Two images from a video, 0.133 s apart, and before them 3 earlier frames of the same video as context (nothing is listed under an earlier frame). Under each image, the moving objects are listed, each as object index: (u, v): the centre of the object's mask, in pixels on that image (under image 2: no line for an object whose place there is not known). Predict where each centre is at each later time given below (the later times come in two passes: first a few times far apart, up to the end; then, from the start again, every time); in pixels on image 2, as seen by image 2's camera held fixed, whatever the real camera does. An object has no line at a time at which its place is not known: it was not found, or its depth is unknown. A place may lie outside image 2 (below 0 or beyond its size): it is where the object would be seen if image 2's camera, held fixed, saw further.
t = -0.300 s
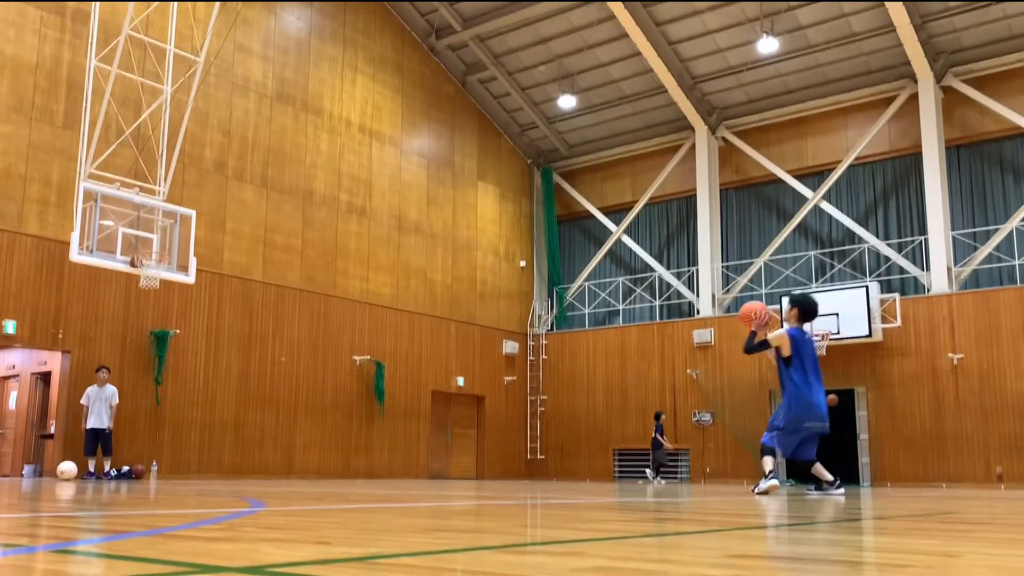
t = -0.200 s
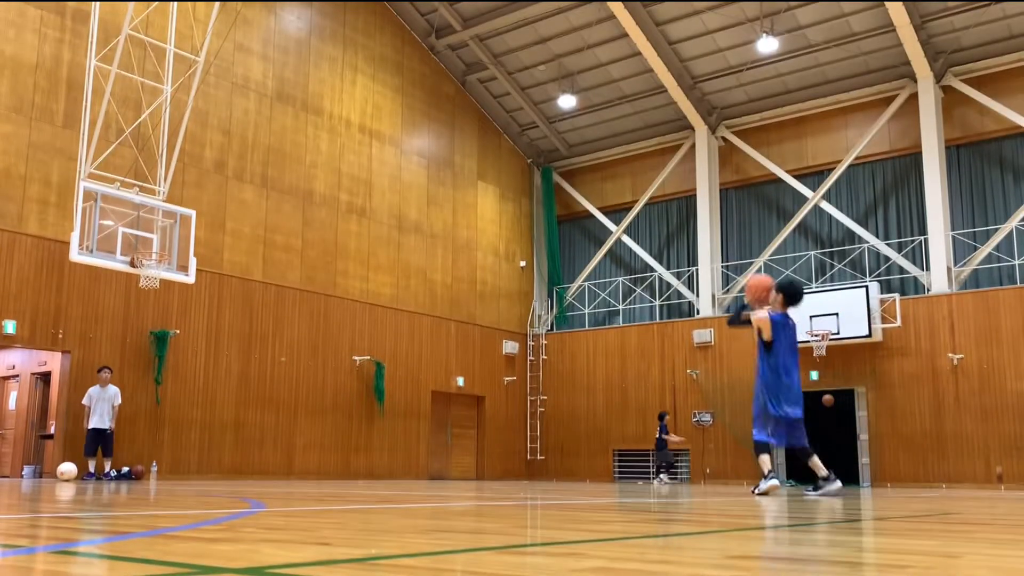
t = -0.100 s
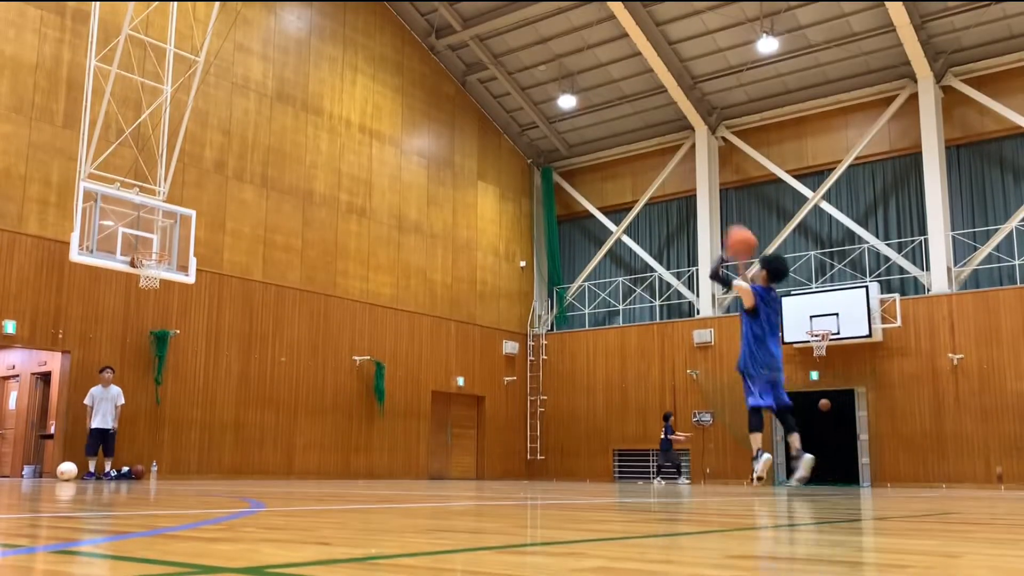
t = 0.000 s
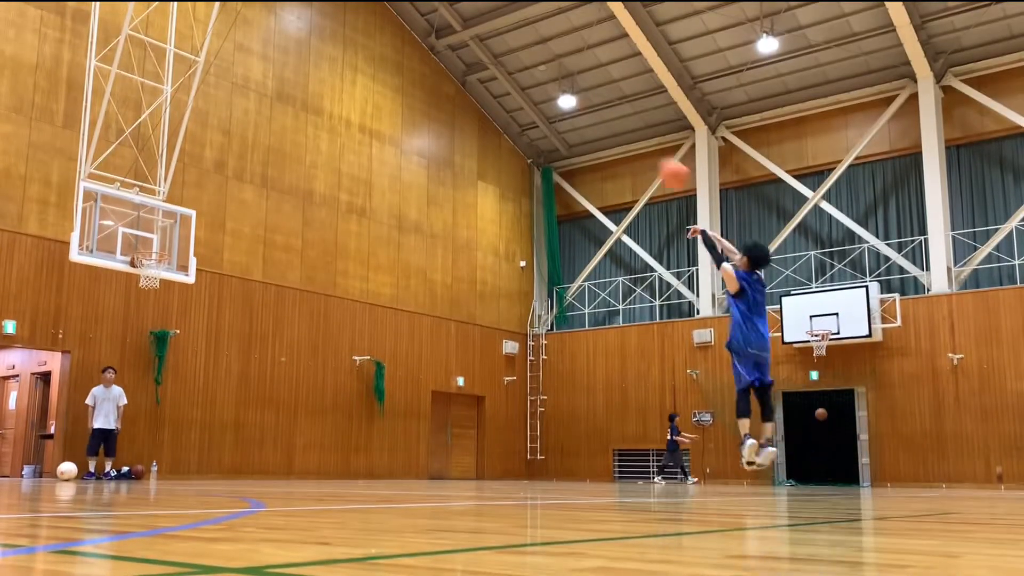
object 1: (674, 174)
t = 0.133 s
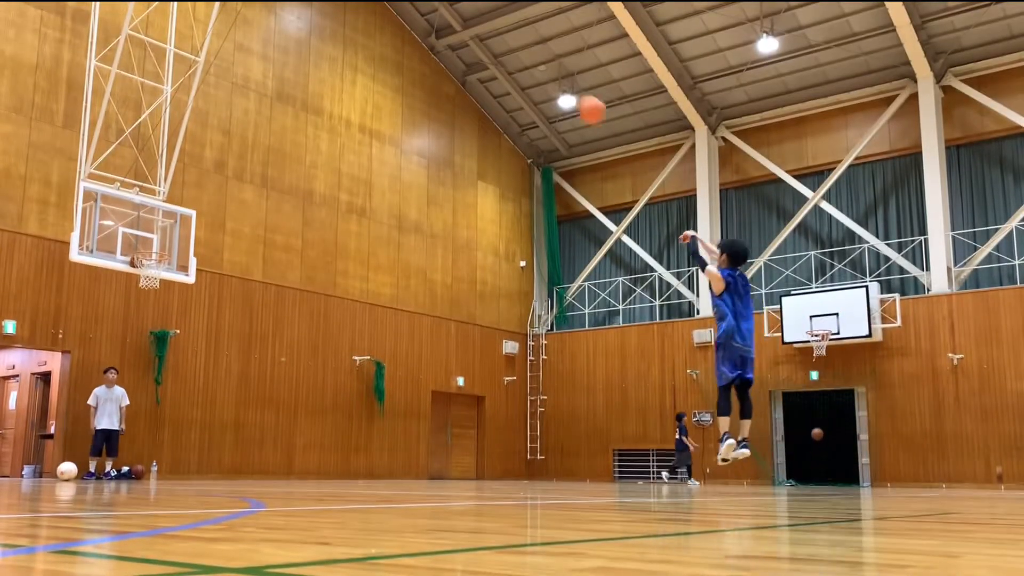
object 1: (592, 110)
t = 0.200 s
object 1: (555, 87)
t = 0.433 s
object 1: (446, 50)
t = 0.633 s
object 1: (369, 56)
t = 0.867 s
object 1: (291, 99)
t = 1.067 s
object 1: (231, 160)
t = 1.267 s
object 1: (177, 243)
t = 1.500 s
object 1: (269, 278)
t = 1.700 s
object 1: (358, 331)
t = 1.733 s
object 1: (373, 344)
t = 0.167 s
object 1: (574, 98)
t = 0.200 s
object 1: (555, 87)
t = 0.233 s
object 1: (539, 79)
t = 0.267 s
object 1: (522, 71)
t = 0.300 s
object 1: (506, 64)
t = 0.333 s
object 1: (490, 60)
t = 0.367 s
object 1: (474, 55)
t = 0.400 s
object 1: (461, 53)
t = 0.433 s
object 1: (446, 50)
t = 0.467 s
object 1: (432, 48)
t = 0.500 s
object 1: (419, 49)
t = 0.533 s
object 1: (406, 51)
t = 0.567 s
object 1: (393, 51)
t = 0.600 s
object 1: (382, 52)
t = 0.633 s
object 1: (369, 56)
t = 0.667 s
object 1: (357, 59)
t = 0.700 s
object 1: (346, 64)
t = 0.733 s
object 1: (334, 70)
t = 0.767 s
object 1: (323, 76)
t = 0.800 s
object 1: (312, 83)
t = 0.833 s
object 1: (301, 91)
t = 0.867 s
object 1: (291, 99)
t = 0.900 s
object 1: (281, 107)
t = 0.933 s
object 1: (271, 117)
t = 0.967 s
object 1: (261, 127)
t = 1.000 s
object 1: (251, 137)
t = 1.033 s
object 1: (242, 148)
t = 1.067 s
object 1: (231, 160)
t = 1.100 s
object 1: (222, 173)
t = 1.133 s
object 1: (213, 185)
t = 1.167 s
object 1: (204, 199)
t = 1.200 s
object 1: (196, 212)
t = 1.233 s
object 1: (186, 226)
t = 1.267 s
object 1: (177, 243)
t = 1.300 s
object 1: (176, 253)
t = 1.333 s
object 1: (192, 255)
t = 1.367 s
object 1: (206, 257)
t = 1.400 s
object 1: (222, 262)
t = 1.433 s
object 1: (237, 266)
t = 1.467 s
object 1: (253, 273)
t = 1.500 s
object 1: (269, 278)
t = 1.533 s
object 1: (283, 284)
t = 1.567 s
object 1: (298, 292)
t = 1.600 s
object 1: (313, 299)
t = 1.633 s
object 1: (329, 310)
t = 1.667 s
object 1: (343, 320)
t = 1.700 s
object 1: (358, 331)
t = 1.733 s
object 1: (373, 344)
